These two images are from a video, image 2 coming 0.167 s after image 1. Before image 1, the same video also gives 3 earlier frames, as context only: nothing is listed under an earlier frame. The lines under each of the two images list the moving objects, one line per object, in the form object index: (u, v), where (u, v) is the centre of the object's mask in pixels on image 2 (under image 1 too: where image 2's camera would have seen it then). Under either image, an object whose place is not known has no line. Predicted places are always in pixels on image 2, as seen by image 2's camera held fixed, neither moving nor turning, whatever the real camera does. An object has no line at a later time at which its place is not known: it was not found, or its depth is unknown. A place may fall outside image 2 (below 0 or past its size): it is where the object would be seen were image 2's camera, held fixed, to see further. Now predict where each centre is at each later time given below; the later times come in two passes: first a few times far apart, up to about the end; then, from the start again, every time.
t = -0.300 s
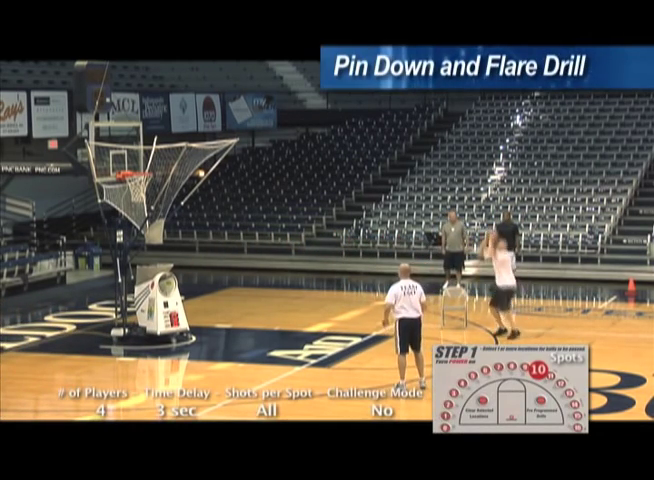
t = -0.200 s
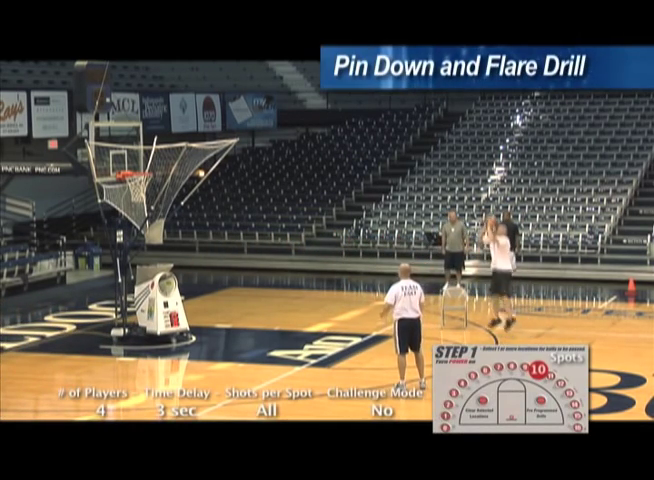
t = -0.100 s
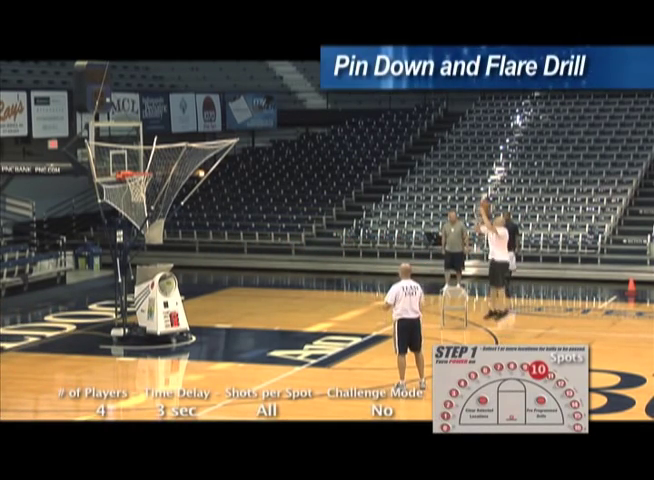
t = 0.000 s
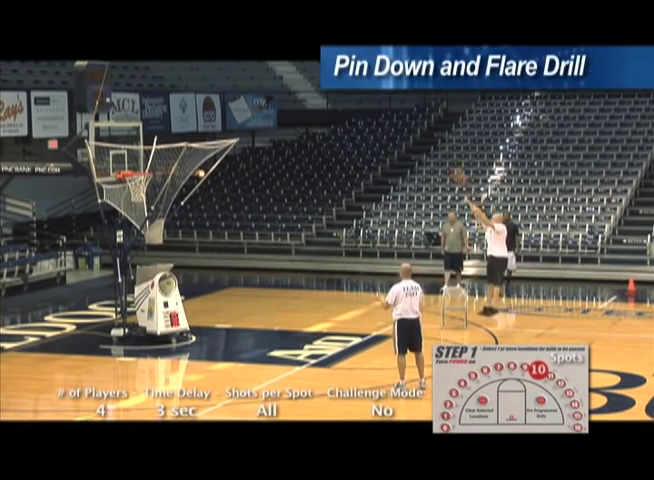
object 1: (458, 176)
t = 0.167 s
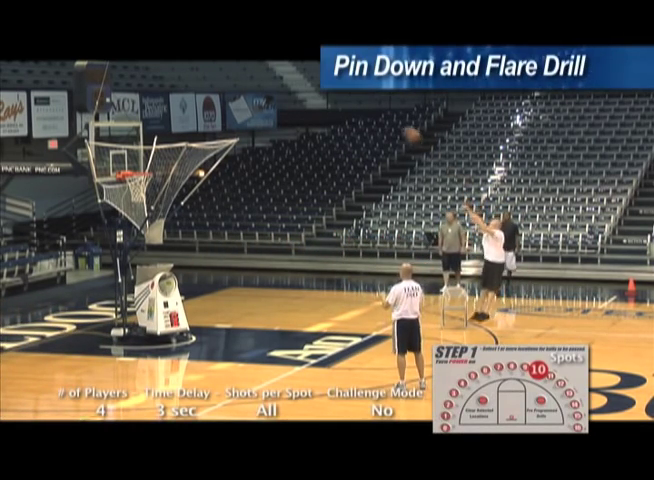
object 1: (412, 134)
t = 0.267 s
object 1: (383, 116)
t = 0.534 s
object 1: (310, 93)
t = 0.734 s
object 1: (254, 98)
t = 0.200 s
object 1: (402, 127)
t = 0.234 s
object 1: (393, 122)
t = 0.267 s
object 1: (383, 116)
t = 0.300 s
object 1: (374, 111)
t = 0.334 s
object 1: (364, 106)
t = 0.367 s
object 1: (355, 103)
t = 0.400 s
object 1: (345, 100)
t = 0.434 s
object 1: (336, 97)
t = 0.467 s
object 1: (328, 95)
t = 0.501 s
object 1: (317, 93)
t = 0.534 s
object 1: (310, 93)
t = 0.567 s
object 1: (300, 92)
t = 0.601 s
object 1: (289, 93)
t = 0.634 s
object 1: (281, 94)
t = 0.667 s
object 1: (272, 95)
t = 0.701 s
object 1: (263, 97)
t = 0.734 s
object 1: (254, 98)
